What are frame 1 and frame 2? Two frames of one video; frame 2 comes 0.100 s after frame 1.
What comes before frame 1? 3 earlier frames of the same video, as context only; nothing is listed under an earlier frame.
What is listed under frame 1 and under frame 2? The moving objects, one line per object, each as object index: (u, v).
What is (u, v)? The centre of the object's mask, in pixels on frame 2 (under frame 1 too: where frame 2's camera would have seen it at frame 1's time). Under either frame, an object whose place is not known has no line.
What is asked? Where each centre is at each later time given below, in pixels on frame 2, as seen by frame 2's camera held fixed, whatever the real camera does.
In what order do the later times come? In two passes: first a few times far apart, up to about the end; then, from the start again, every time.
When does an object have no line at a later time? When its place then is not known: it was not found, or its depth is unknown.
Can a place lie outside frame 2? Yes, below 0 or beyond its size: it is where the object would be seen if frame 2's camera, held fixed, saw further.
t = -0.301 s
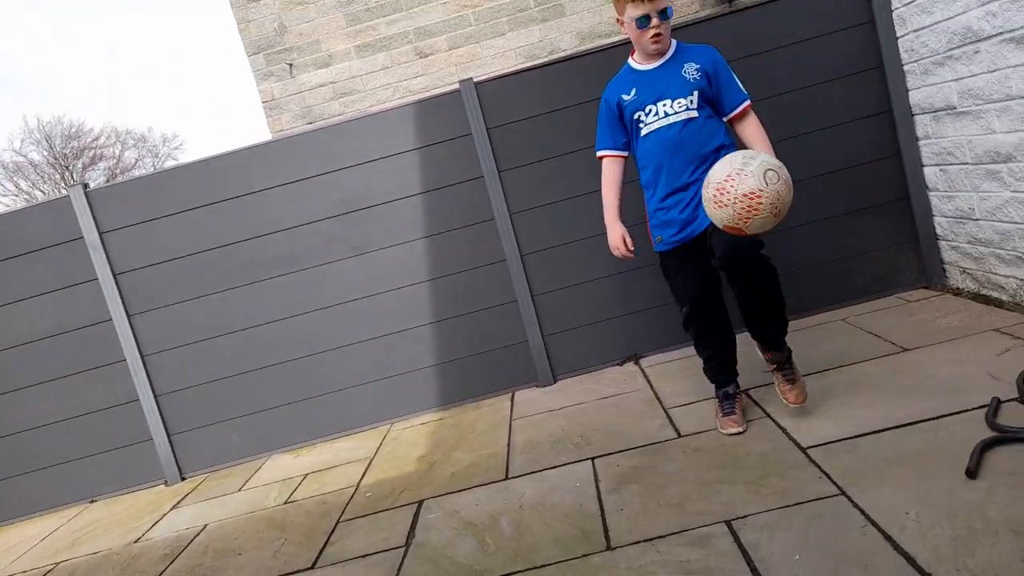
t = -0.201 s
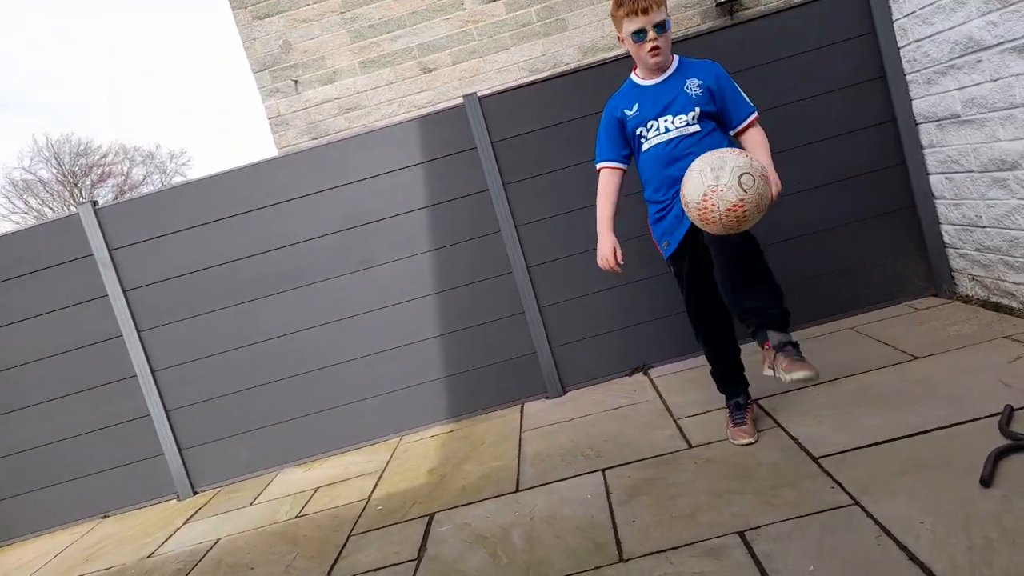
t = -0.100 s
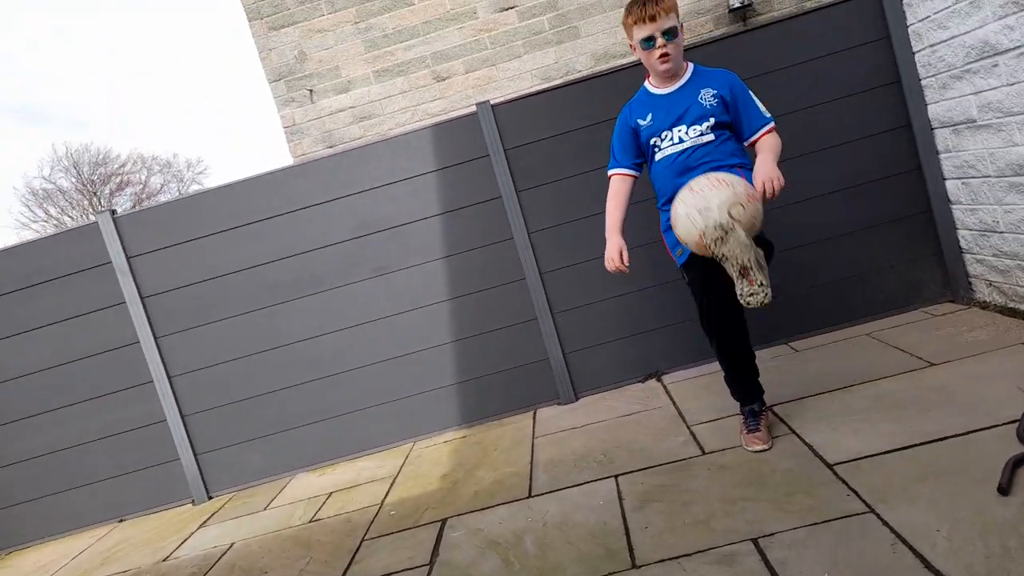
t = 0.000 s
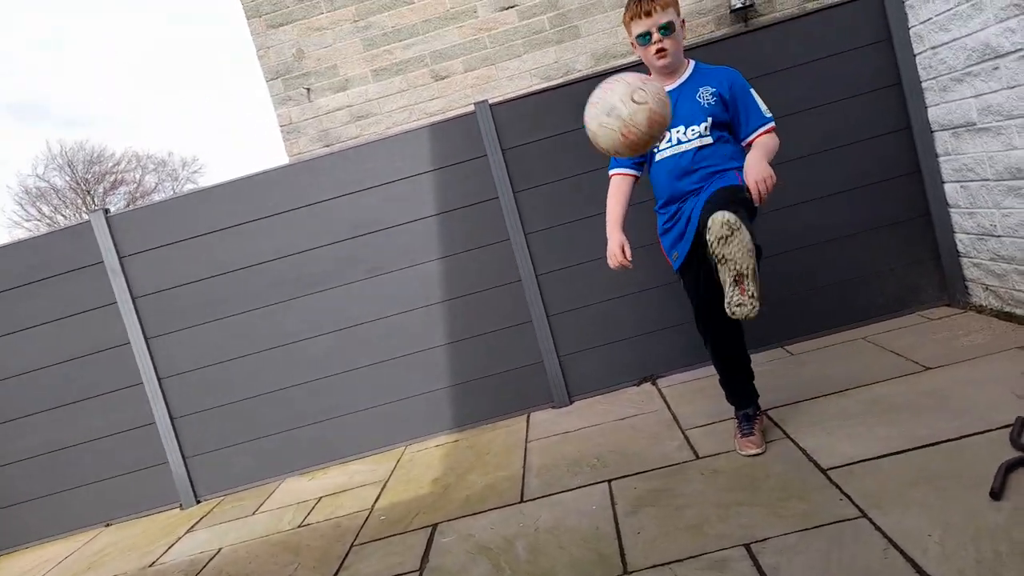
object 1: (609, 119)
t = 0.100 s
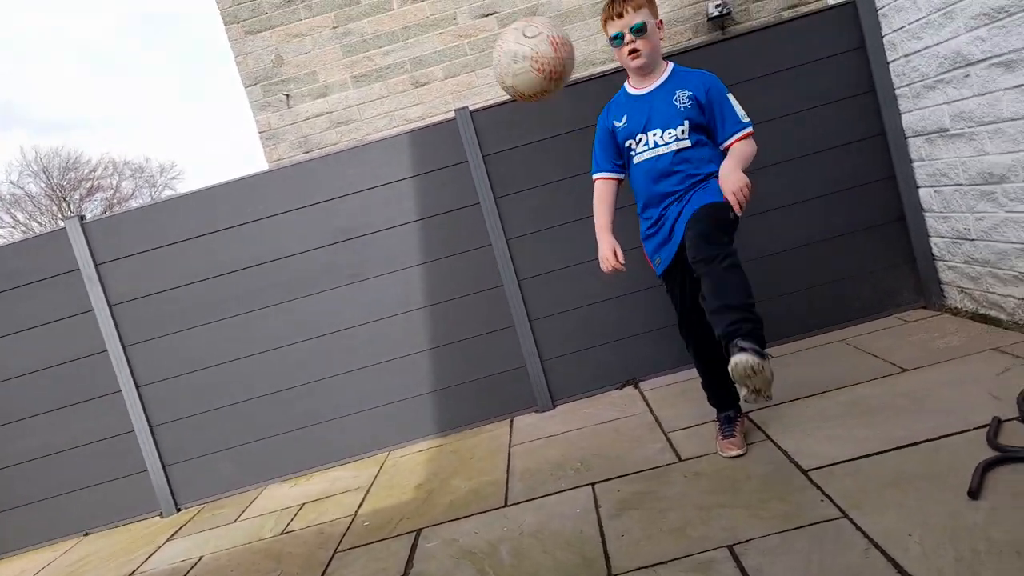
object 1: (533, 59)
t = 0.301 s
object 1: (425, 47)
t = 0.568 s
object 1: (359, 232)
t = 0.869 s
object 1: (323, 456)
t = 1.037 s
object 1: (251, 354)
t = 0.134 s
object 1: (511, 48)
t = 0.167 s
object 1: (492, 41)
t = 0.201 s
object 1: (474, 39)
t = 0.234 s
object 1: (458, 38)
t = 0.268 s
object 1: (442, 40)
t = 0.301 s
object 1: (425, 47)
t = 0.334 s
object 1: (411, 59)
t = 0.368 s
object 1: (399, 74)
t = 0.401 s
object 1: (389, 91)
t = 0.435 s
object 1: (381, 113)
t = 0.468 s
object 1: (373, 138)
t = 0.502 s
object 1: (367, 166)
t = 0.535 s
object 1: (362, 197)
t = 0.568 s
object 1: (359, 232)
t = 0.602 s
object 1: (356, 268)
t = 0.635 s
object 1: (355, 308)
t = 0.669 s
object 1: (355, 349)
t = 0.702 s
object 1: (356, 393)
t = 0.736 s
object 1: (358, 439)
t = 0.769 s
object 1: (361, 488)
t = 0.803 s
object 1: (359, 518)
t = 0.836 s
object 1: (340, 485)
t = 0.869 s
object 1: (323, 456)
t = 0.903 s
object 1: (307, 430)
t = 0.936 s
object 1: (292, 406)
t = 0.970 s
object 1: (278, 386)
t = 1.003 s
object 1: (264, 368)
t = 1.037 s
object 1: (251, 354)
